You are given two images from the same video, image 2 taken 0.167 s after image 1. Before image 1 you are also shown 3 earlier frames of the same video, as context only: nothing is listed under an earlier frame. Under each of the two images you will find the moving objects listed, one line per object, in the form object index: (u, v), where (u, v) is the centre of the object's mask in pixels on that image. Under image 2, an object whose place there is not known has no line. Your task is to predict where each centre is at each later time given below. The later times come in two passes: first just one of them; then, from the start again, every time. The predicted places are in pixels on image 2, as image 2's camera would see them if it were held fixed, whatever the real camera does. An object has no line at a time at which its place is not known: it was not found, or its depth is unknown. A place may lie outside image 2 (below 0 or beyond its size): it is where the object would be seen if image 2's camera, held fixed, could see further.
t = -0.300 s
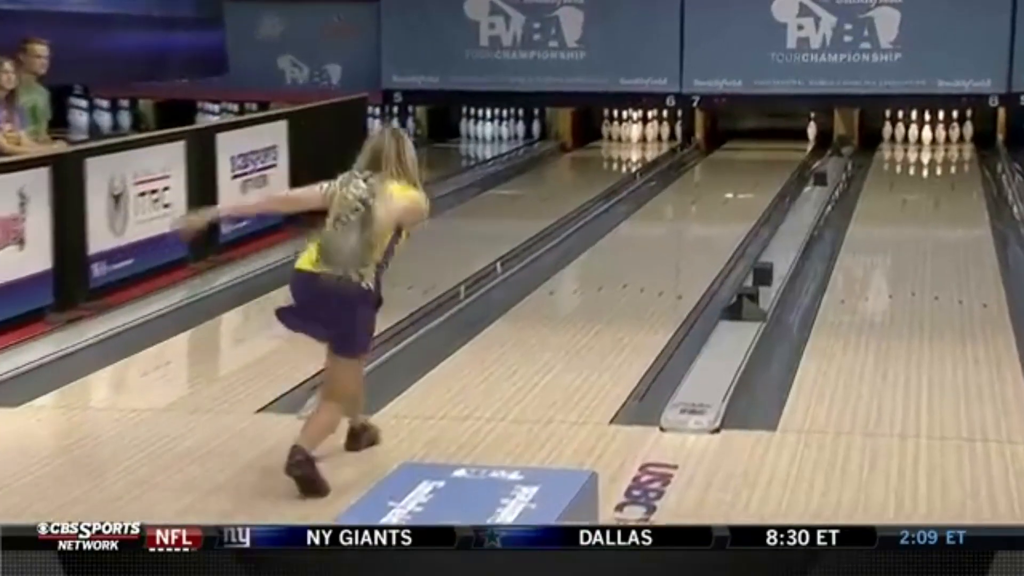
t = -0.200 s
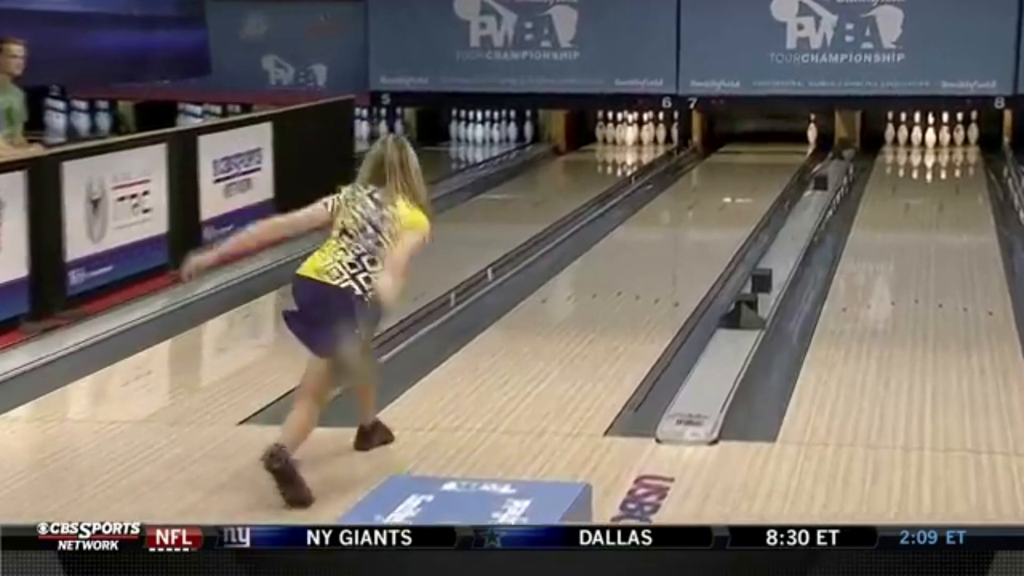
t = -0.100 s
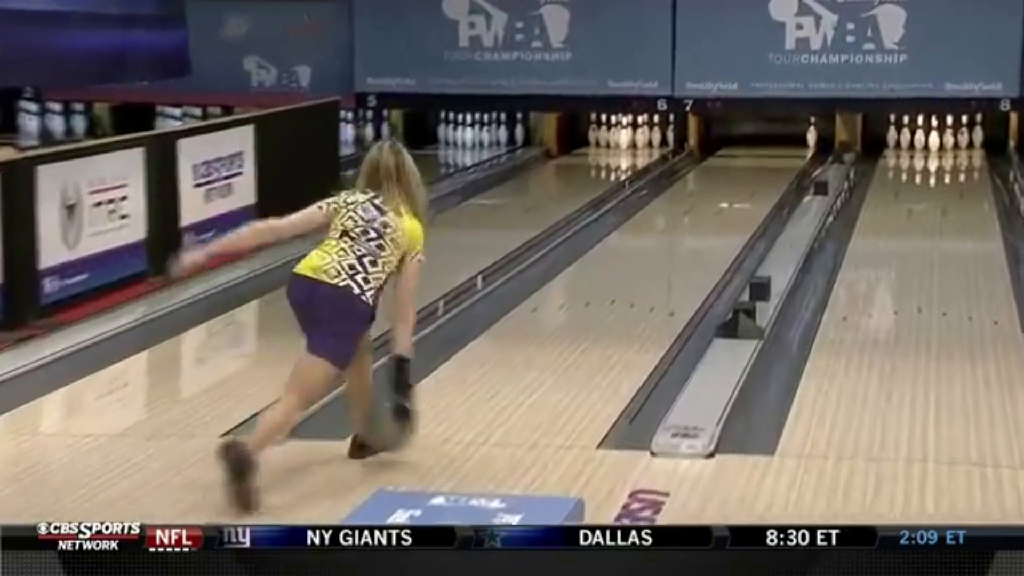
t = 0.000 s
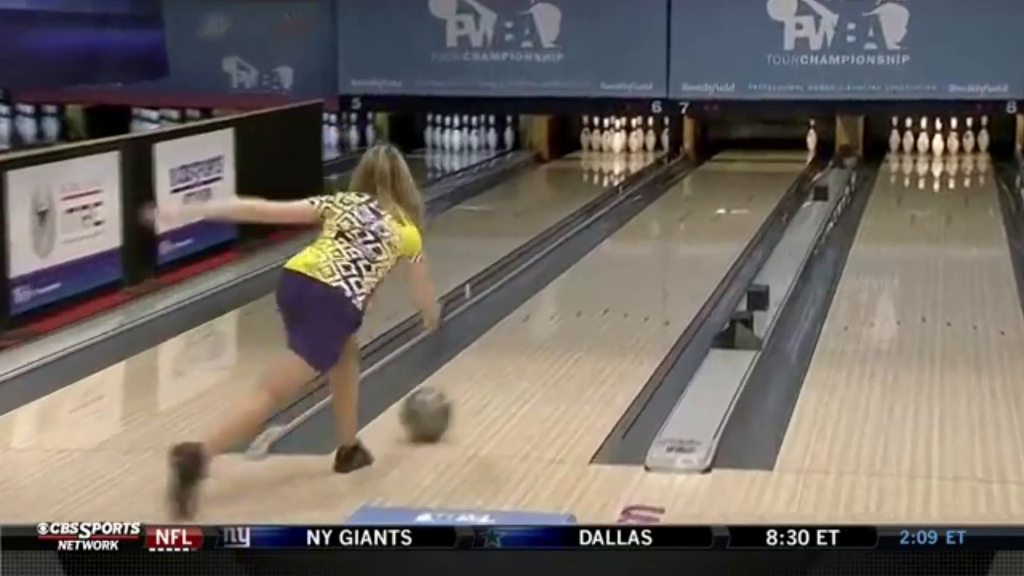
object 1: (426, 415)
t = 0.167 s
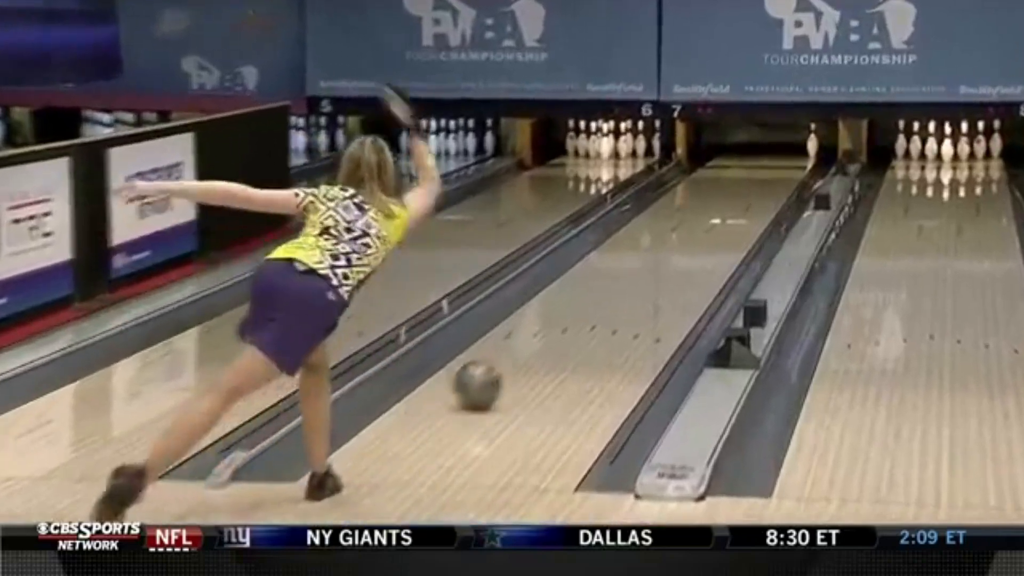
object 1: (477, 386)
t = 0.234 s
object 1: (503, 368)
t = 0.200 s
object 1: (490, 377)
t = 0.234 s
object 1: (503, 368)
